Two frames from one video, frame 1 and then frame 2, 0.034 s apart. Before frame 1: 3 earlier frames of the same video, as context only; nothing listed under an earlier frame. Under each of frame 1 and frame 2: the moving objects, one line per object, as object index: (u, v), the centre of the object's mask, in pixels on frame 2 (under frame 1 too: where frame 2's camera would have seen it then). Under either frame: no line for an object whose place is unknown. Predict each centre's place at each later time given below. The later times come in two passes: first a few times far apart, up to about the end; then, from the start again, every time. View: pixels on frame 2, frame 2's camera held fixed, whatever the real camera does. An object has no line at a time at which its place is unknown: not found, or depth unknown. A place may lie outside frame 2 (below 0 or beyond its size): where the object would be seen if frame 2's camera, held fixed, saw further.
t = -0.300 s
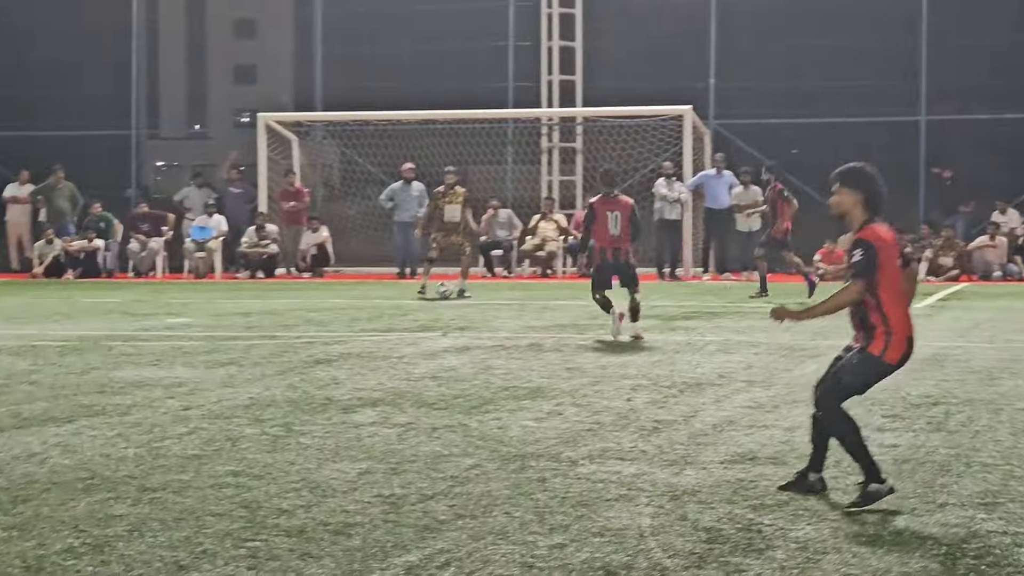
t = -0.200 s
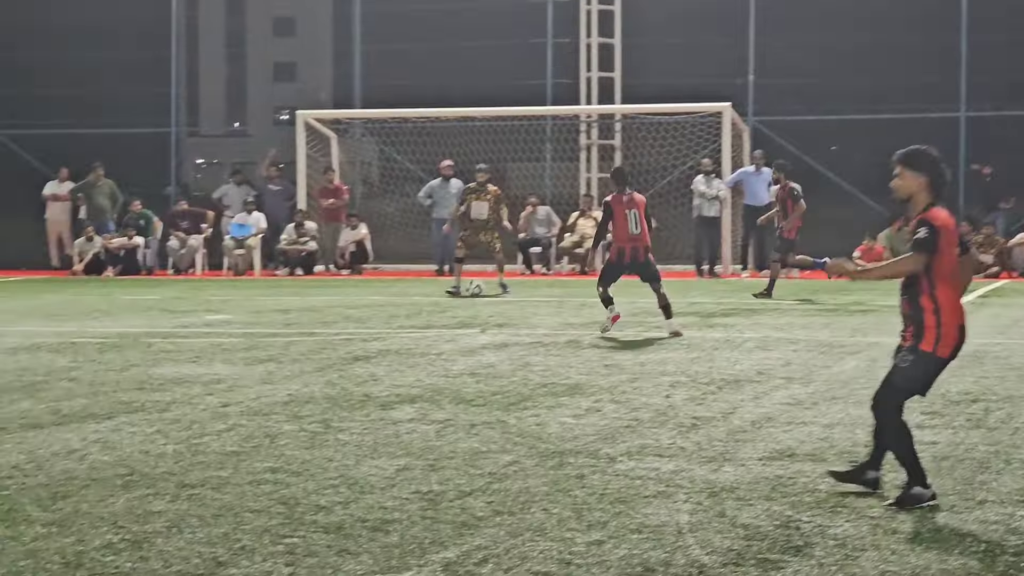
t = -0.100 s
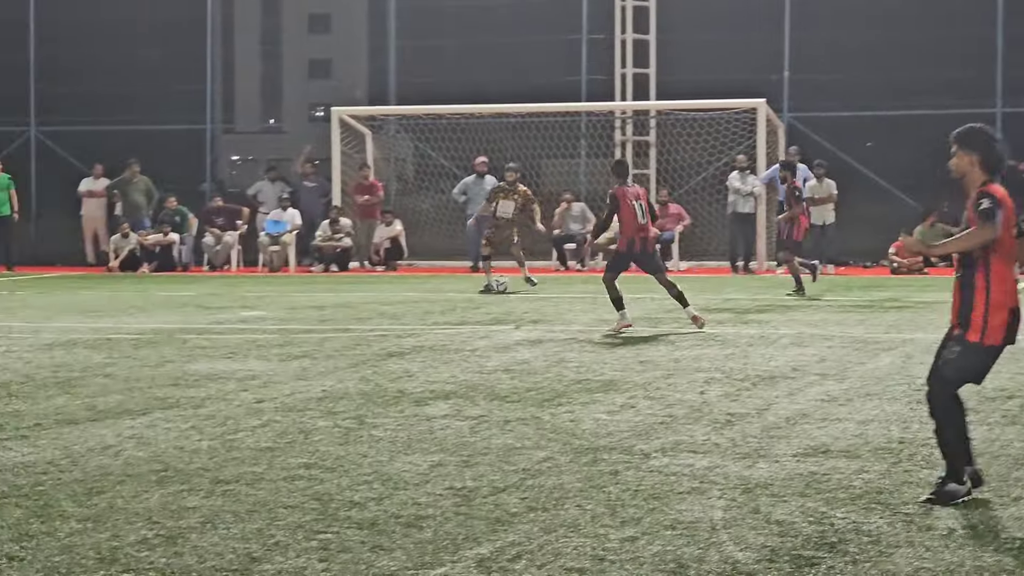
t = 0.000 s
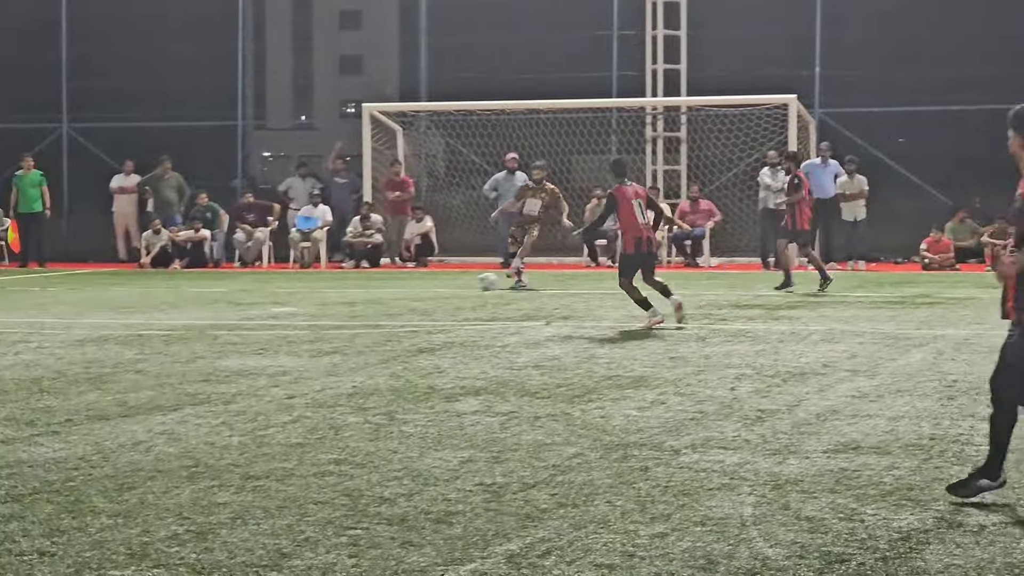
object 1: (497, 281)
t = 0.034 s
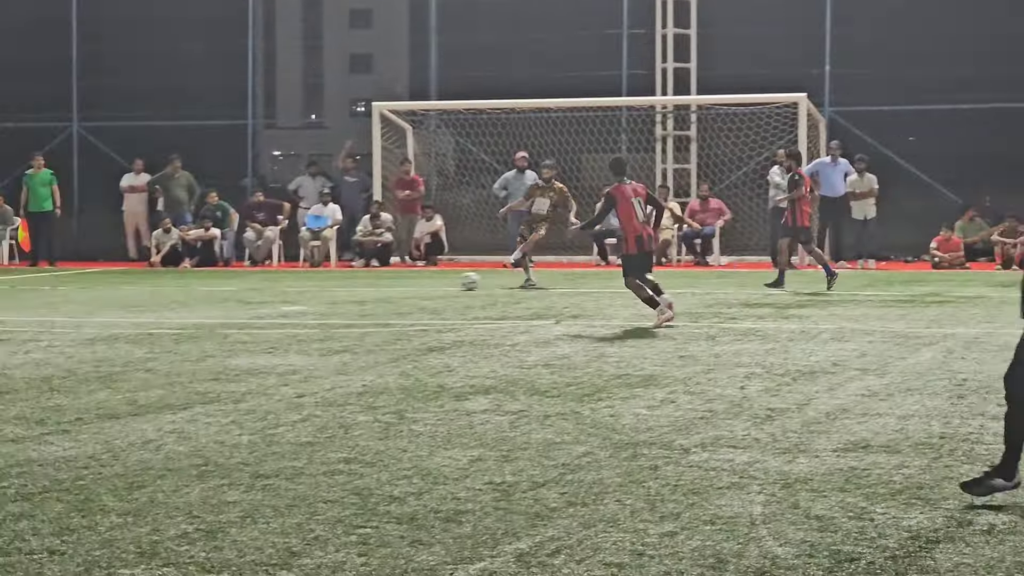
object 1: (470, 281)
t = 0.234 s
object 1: (306, 289)
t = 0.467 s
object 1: (118, 295)
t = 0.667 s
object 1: (-30, 302)
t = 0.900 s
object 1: (-222, 298)
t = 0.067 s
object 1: (441, 283)
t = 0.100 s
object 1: (414, 284)
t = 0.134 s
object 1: (387, 285)
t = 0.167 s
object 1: (360, 286)
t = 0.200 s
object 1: (334, 286)
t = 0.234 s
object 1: (306, 289)
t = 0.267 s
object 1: (278, 290)
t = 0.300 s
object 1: (251, 289)
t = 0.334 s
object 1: (226, 291)
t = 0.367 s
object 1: (198, 293)
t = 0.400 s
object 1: (171, 295)
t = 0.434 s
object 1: (144, 296)
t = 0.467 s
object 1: (118, 295)
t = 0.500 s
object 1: (92, 297)
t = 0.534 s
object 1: (74, 299)
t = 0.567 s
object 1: (48, 303)
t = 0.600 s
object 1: (22, 302)
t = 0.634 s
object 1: (-4, 301)
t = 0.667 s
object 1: (-30, 302)
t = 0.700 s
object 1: (-58, 304)
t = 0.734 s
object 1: (-85, 305)
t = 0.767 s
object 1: (-112, 305)
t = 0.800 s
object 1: (-139, 304)
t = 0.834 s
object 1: (-168, 307)
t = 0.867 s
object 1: (-195, 303)
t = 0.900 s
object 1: (-222, 298)
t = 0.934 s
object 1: (-248, 295)
